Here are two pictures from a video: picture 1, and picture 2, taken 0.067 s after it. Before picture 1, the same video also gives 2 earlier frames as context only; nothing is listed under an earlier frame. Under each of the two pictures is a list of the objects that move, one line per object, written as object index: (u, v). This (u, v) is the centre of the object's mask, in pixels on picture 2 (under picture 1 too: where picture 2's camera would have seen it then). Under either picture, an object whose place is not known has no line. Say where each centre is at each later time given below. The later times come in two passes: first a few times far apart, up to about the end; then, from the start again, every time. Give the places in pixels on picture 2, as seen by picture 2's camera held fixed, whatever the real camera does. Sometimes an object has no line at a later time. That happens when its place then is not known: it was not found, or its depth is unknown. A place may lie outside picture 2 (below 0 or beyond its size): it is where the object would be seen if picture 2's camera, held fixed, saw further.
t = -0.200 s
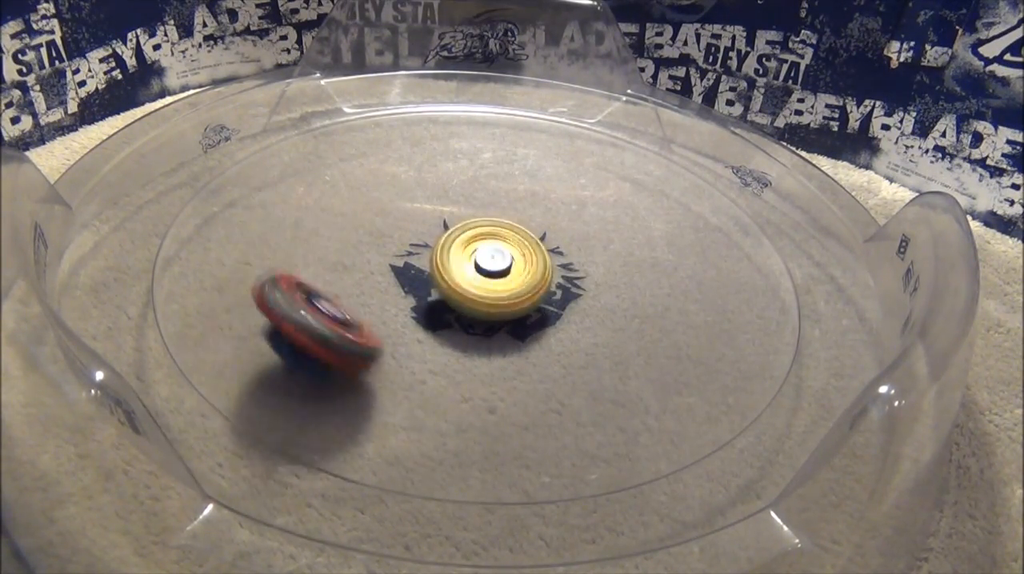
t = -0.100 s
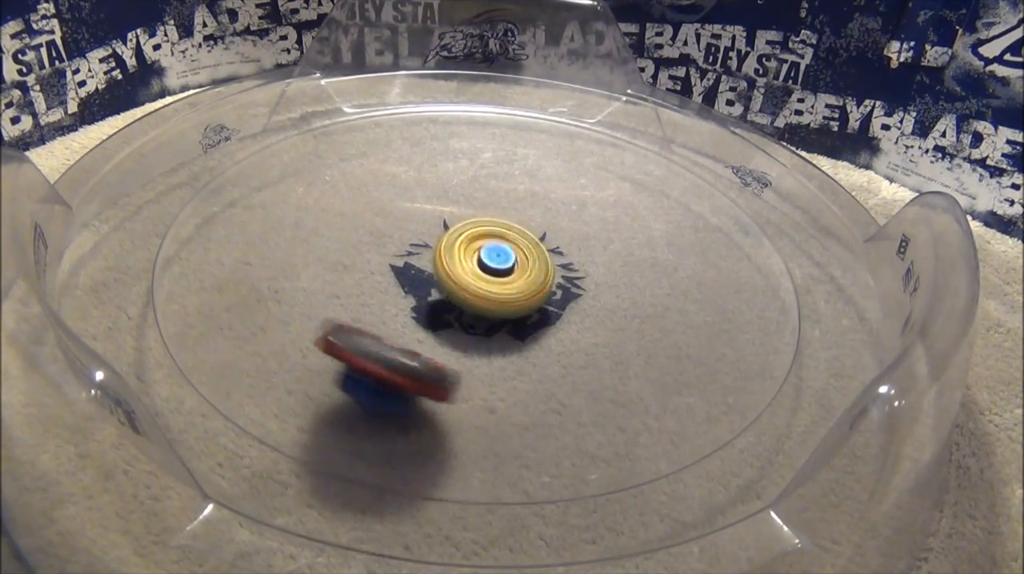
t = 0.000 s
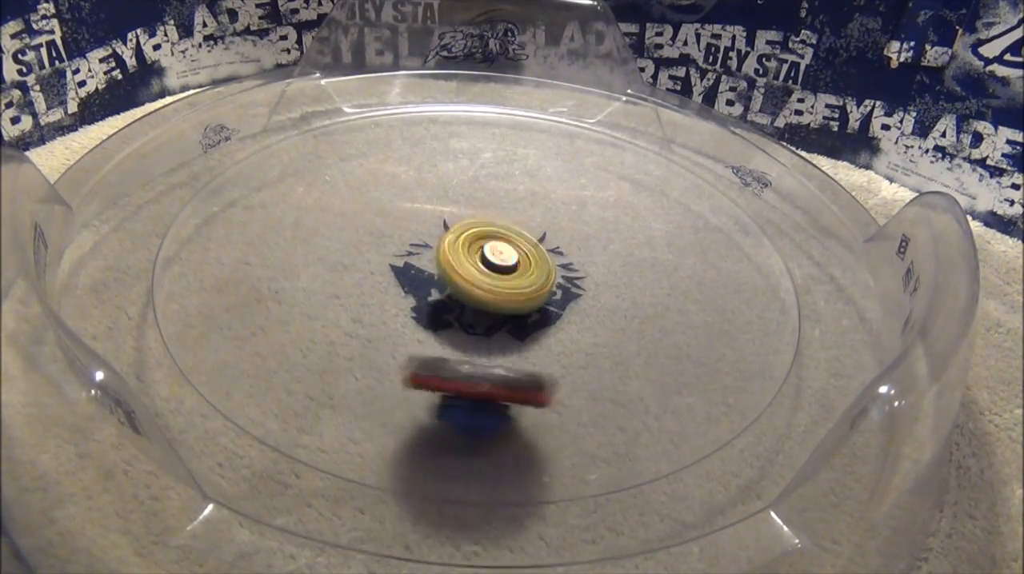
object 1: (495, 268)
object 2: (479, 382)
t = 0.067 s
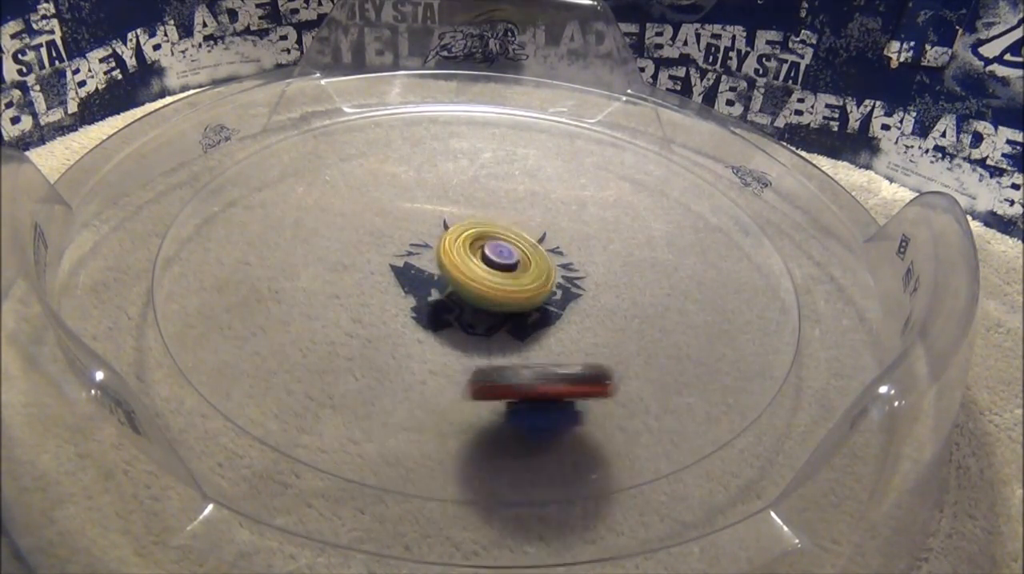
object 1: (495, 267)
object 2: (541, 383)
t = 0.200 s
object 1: (494, 266)
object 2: (647, 358)
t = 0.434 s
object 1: (489, 267)
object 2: (705, 261)
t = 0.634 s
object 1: (487, 267)
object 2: (634, 189)
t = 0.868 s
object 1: (488, 268)
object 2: (486, 155)
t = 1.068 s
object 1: (491, 270)
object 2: (331, 174)
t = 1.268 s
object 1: (494, 269)
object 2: (233, 220)
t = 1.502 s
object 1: (493, 267)
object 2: (324, 272)
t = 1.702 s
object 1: (532, 258)
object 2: (431, 289)
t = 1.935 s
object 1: (524, 231)
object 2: (591, 301)
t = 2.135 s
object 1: (499, 240)
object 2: (660, 269)
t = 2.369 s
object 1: (484, 262)
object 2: (617, 249)
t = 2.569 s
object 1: (431, 304)
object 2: (523, 206)
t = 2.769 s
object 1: (394, 340)
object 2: (395, 178)
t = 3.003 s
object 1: (471, 327)
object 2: (364, 229)
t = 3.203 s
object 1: (601, 295)
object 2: (419, 296)
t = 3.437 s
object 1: (641, 240)
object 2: (479, 297)
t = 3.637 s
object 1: (569, 187)
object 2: (528, 281)
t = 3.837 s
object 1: (474, 179)
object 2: (517, 283)
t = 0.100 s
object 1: (495, 267)
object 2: (569, 380)
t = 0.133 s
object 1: (495, 267)
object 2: (597, 375)
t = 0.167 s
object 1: (494, 267)
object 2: (625, 367)
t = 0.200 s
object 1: (494, 266)
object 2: (647, 358)
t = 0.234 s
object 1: (494, 267)
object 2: (667, 347)
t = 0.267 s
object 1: (493, 267)
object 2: (683, 336)
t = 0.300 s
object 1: (493, 267)
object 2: (696, 324)
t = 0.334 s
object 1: (492, 267)
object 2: (705, 307)
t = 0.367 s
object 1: (491, 267)
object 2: (708, 291)
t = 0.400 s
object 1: (490, 266)
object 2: (708, 276)
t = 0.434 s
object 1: (489, 267)
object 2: (705, 261)
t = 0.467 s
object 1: (489, 266)
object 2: (699, 247)
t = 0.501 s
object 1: (489, 267)
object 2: (690, 233)
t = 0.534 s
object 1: (489, 267)
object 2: (679, 220)
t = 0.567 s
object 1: (488, 267)
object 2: (666, 208)
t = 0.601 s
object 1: (487, 267)
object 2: (651, 198)
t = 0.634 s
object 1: (487, 267)
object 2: (634, 189)
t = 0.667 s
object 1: (487, 267)
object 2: (616, 180)
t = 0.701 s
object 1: (487, 267)
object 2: (596, 174)
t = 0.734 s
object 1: (487, 268)
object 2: (576, 167)
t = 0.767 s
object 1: (487, 268)
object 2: (555, 162)
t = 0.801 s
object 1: (487, 268)
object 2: (533, 159)
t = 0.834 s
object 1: (487, 268)
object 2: (509, 156)
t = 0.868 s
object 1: (488, 268)
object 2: (486, 155)
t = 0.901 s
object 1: (488, 269)
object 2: (462, 155)
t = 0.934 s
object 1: (489, 269)
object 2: (437, 156)
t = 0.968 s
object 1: (489, 269)
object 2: (410, 160)
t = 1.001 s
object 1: (490, 269)
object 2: (384, 162)
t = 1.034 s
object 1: (491, 269)
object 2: (357, 168)
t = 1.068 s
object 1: (491, 270)
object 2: (331, 174)
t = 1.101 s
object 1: (491, 270)
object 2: (306, 179)
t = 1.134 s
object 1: (492, 270)
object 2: (285, 188)
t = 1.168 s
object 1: (492, 270)
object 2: (266, 196)
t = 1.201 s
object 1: (493, 270)
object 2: (251, 203)
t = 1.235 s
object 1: (493, 269)
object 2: (239, 213)
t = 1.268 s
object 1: (494, 269)
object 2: (233, 220)
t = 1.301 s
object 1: (494, 269)
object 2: (232, 231)
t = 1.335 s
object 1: (494, 269)
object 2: (236, 238)
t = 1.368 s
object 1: (494, 268)
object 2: (246, 248)
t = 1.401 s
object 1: (494, 268)
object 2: (260, 255)
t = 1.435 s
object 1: (494, 267)
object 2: (280, 262)
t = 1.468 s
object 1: (493, 267)
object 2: (300, 268)
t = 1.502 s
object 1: (493, 267)
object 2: (324, 272)
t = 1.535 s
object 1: (492, 267)
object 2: (352, 277)
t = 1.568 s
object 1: (492, 266)
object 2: (378, 280)
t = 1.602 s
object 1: (493, 265)
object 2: (399, 280)
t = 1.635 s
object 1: (510, 261)
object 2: (408, 281)
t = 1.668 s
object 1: (523, 260)
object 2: (421, 286)
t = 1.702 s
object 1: (532, 258)
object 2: (431, 289)
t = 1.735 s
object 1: (537, 257)
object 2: (446, 292)
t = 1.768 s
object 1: (539, 255)
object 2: (456, 292)
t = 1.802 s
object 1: (538, 251)
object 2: (477, 297)
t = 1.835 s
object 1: (533, 243)
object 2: (508, 300)
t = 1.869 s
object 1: (529, 238)
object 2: (533, 302)
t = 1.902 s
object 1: (526, 235)
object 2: (563, 301)
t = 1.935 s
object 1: (524, 231)
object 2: (591, 301)
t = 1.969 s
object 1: (519, 229)
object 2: (611, 299)
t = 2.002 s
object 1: (516, 230)
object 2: (631, 294)
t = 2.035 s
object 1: (512, 231)
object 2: (643, 288)
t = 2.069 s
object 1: (507, 233)
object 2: (652, 282)
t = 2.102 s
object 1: (503, 236)
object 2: (658, 275)
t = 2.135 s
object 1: (499, 240)
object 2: (660, 269)
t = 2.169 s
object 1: (497, 245)
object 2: (659, 265)
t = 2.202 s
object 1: (495, 248)
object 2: (655, 261)
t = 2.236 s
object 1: (493, 251)
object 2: (652, 260)
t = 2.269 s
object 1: (491, 254)
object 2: (646, 255)
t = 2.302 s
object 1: (489, 257)
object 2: (637, 253)
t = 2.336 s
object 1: (487, 260)
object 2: (627, 251)
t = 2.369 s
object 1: (484, 262)
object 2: (617, 249)
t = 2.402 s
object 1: (481, 265)
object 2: (605, 247)
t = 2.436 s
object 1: (478, 268)
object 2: (592, 244)
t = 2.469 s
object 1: (474, 273)
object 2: (577, 240)
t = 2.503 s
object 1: (459, 284)
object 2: (560, 230)
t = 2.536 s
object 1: (445, 295)
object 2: (543, 214)
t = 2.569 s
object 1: (431, 304)
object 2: (523, 206)
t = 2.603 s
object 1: (417, 311)
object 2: (501, 201)
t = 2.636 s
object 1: (405, 318)
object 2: (480, 191)
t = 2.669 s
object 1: (397, 325)
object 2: (459, 187)
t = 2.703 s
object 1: (393, 332)
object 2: (436, 180)
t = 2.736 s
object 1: (392, 337)
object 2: (414, 180)
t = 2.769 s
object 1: (394, 340)
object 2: (395, 178)
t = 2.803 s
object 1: (401, 344)
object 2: (376, 181)
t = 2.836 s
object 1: (408, 344)
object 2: (364, 183)
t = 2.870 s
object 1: (417, 344)
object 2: (357, 188)
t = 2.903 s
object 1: (430, 338)
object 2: (354, 194)
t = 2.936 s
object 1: (444, 335)
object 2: (353, 205)
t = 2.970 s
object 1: (457, 332)
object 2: (359, 216)
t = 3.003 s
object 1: (471, 327)
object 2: (364, 229)
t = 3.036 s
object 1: (488, 324)
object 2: (375, 242)
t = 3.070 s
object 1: (505, 320)
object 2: (386, 255)
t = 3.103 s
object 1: (522, 314)
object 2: (402, 268)
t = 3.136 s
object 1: (539, 309)
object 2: (411, 284)
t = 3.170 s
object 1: (567, 305)
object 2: (421, 288)
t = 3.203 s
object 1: (601, 295)
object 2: (419, 296)
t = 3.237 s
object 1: (627, 288)
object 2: (418, 299)
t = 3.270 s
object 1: (645, 277)
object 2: (426, 302)
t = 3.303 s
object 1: (654, 267)
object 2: (433, 303)
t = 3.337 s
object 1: (657, 261)
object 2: (446, 304)
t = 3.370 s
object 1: (656, 253)
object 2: (455, 303)
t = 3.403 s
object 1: (650, 247)
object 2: (467, 300)
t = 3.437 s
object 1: (641, 240)
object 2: (479, 297)
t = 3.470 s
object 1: (630, 235)
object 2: (496, 293)
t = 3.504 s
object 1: (618, 229)
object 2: (508, 287)
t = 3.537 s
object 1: (605, 222)
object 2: (521, 279)
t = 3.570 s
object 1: (593, 210)
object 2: (528, 275)
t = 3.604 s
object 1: (583, 198)
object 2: (528, 281)
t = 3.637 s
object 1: (569, 187)
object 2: (528, 281)
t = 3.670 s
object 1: (554, 180)
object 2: (528, 284)
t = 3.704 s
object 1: (538, 177)
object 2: (527, 283)
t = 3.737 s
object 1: (522, 175)
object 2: (527, 282)
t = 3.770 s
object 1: (507, 175)
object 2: (525, 283)
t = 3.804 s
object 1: (490, 177)
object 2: (523, 282)
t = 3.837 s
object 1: (474, 179)
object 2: (517, 283)
